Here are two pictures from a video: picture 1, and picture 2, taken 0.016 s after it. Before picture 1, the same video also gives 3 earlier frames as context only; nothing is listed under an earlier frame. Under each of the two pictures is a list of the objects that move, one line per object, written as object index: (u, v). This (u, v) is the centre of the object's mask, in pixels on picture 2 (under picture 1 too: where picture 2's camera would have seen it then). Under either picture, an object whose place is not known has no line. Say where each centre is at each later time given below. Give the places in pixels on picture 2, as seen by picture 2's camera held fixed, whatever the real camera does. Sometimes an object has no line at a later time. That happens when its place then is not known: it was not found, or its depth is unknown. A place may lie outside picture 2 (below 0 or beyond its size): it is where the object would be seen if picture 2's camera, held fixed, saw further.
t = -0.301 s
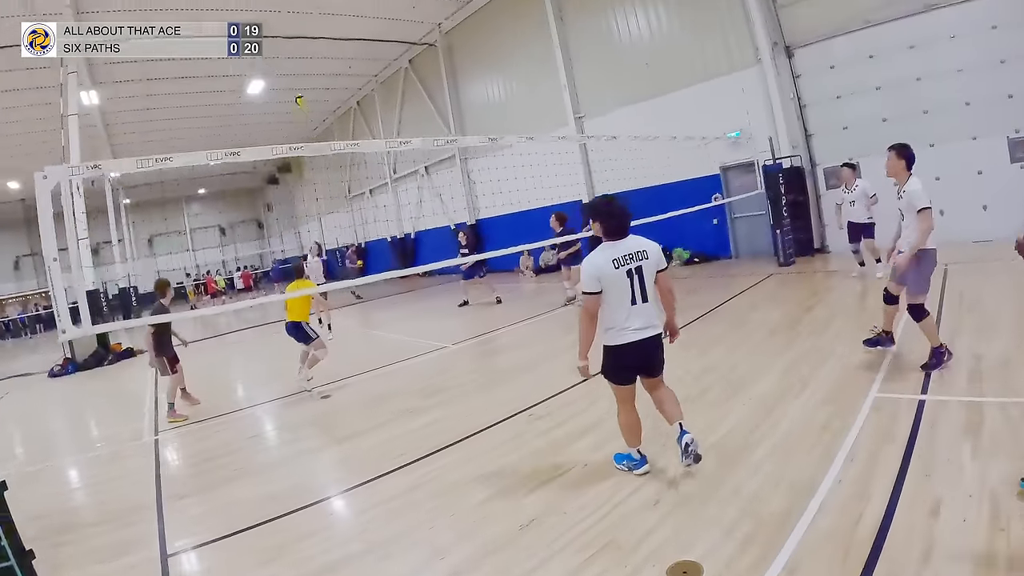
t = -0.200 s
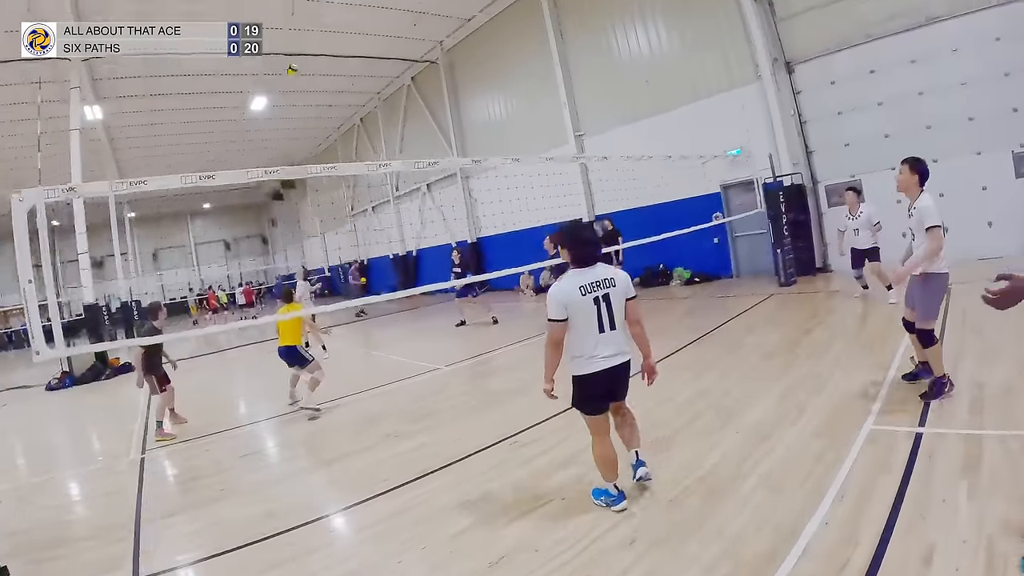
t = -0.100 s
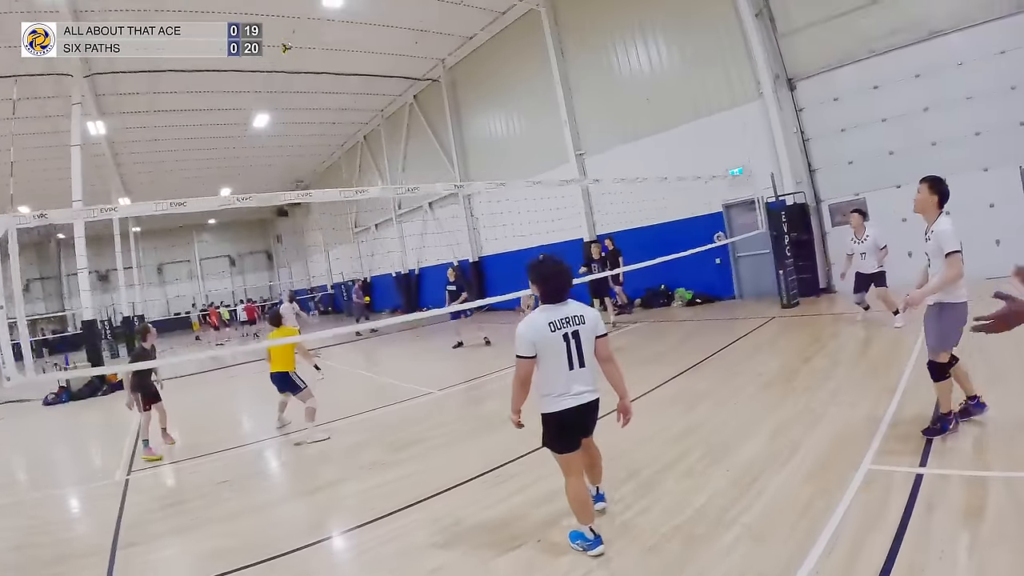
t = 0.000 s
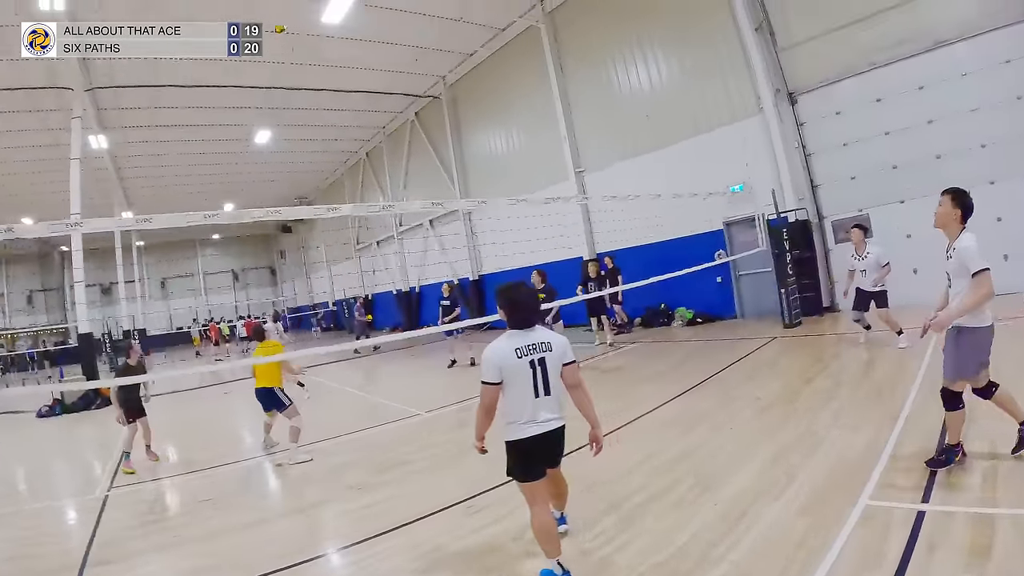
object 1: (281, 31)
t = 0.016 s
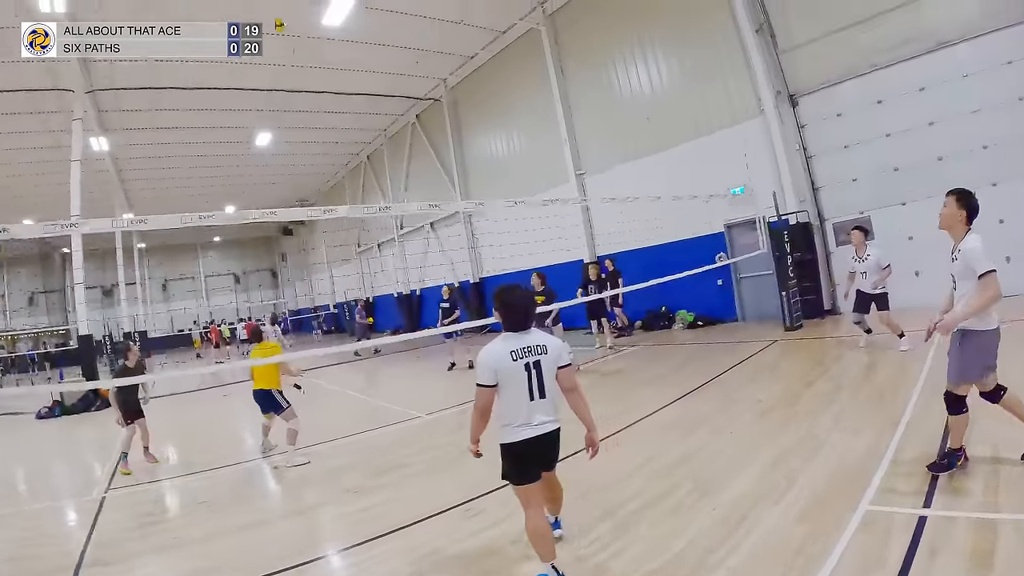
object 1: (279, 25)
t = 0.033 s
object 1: (279, 22)
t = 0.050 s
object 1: (279, 15)
